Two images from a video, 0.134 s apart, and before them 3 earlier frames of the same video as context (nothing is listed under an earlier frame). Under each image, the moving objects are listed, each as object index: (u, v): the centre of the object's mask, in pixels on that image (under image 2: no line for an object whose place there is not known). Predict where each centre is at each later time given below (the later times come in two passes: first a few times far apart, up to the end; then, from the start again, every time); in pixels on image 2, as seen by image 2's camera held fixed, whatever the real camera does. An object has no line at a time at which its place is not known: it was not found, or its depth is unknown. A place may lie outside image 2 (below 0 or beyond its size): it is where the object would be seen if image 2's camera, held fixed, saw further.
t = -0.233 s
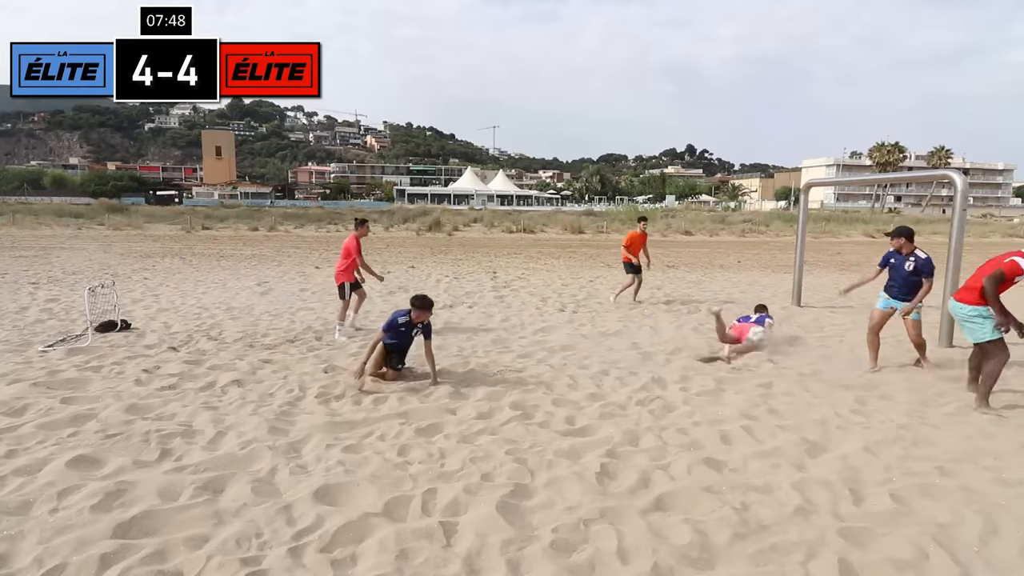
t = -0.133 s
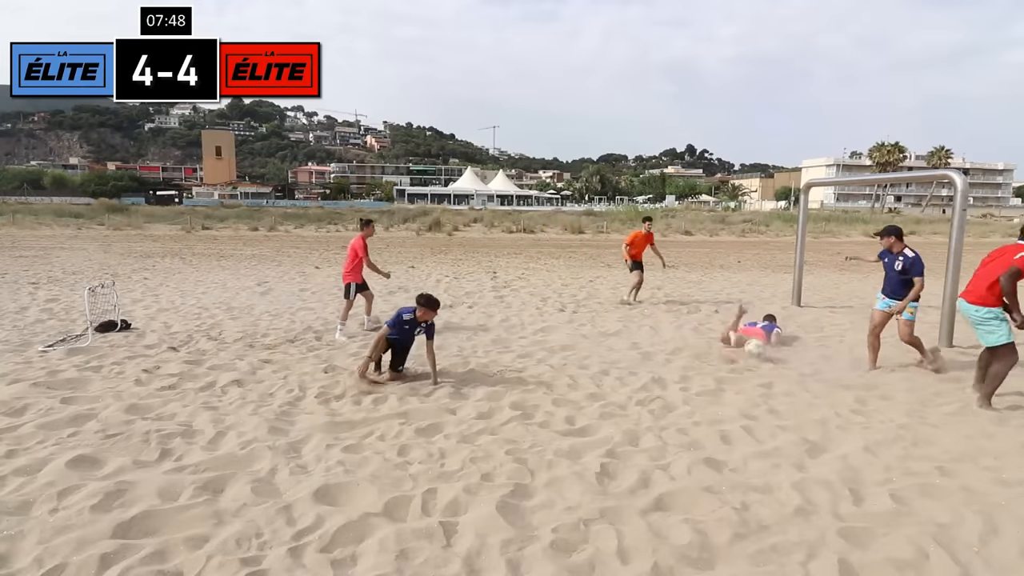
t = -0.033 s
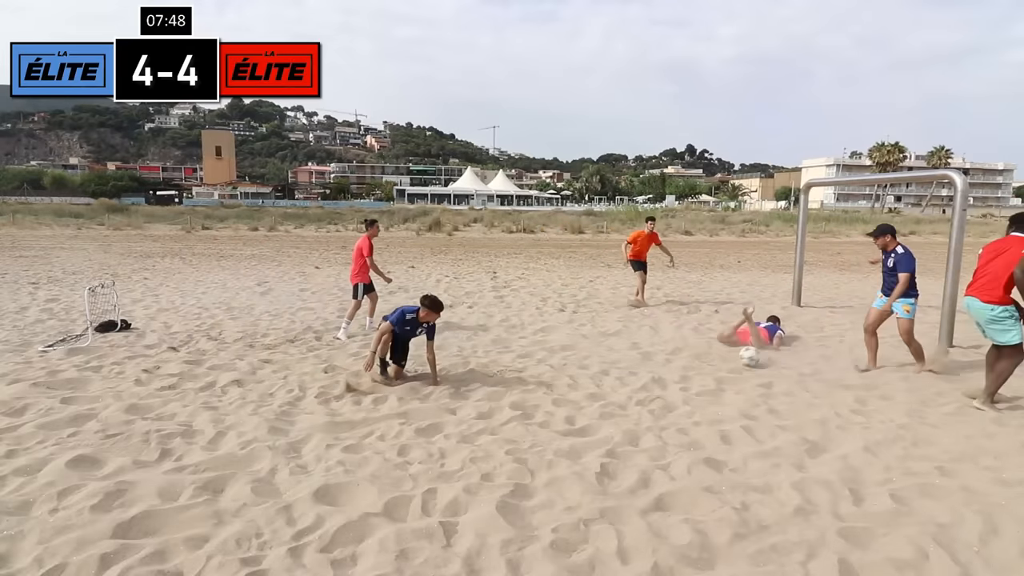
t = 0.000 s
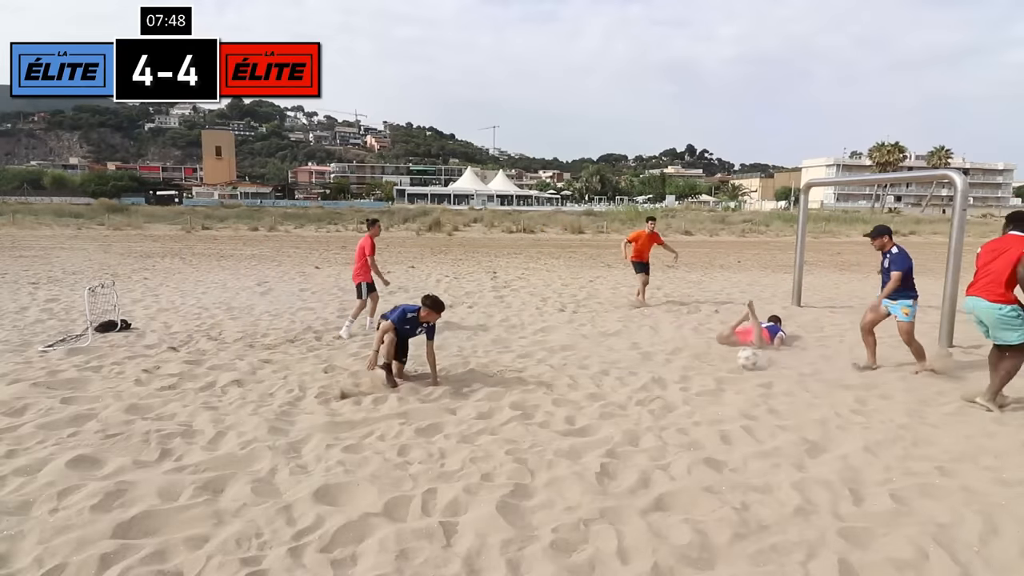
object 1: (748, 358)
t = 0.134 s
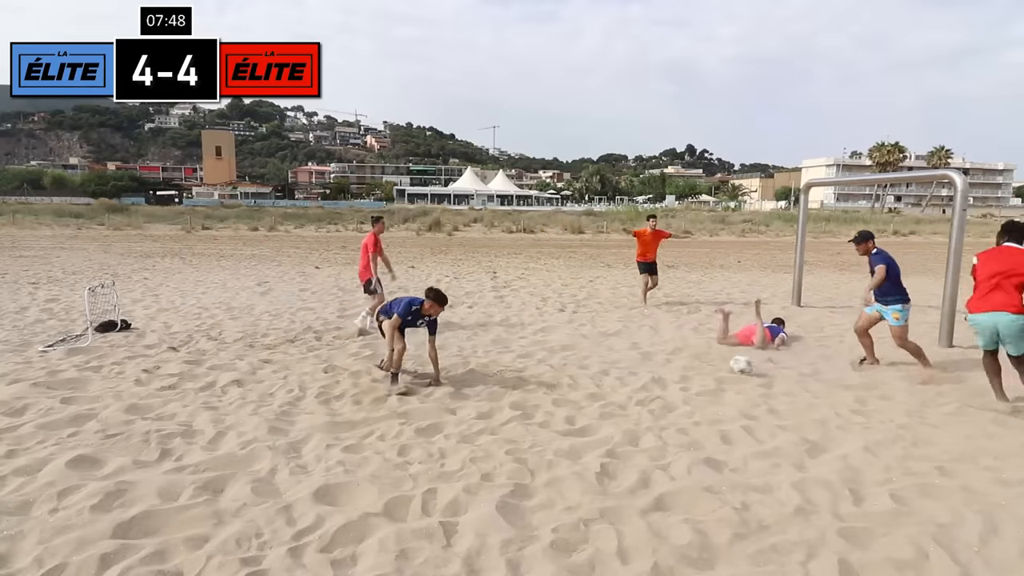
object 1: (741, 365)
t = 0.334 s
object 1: (738, 374)
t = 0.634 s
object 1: (722, 375)
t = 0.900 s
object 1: (706, 378)
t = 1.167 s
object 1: (690, 382)
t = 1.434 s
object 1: (683, 381)
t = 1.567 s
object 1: (682, 381)
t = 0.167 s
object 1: (741, 365)
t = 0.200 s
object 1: (741, 365)
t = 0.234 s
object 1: (740, 366)
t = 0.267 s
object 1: (740, 367)
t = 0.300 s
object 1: (739, 370)
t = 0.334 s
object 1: (738, 374)
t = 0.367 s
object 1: (735, 376)
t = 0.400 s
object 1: (732, 376)
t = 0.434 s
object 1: (731, 375)
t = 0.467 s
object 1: (729, 375)
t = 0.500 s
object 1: (729, 376)
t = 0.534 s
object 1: (727, 375)
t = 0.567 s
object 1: (726, 375)
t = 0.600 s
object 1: (724, 376)
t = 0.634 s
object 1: (722, 375)
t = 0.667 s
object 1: (721, 376)
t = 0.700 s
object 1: (719, 375)
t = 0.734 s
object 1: (716, 376)
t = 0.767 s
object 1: (715, 376)
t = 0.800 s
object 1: (713, 377)
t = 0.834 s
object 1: (710, 377)
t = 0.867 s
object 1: (709, 377)
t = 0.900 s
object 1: (706, 378)
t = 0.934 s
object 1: (705, 378)
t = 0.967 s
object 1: (703, 378)
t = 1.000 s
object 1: (701, 379)
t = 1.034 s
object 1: (698, 380)
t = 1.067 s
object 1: (697, 380)
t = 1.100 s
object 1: (694, 381)
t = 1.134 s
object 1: (691, 381)
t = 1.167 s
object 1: (690, 382)
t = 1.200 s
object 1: (687, 381)
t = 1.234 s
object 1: (685, 381)
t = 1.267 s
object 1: (685, 381)
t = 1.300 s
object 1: (684, 381)
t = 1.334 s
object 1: (683, 381)
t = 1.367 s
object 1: (683, 381)
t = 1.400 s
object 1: (683, 381)
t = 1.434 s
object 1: (683, 381)
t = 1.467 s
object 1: (682, 381)
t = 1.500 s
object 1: (682, 381)
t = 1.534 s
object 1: (682, 381)
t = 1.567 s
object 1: (682, 381)
